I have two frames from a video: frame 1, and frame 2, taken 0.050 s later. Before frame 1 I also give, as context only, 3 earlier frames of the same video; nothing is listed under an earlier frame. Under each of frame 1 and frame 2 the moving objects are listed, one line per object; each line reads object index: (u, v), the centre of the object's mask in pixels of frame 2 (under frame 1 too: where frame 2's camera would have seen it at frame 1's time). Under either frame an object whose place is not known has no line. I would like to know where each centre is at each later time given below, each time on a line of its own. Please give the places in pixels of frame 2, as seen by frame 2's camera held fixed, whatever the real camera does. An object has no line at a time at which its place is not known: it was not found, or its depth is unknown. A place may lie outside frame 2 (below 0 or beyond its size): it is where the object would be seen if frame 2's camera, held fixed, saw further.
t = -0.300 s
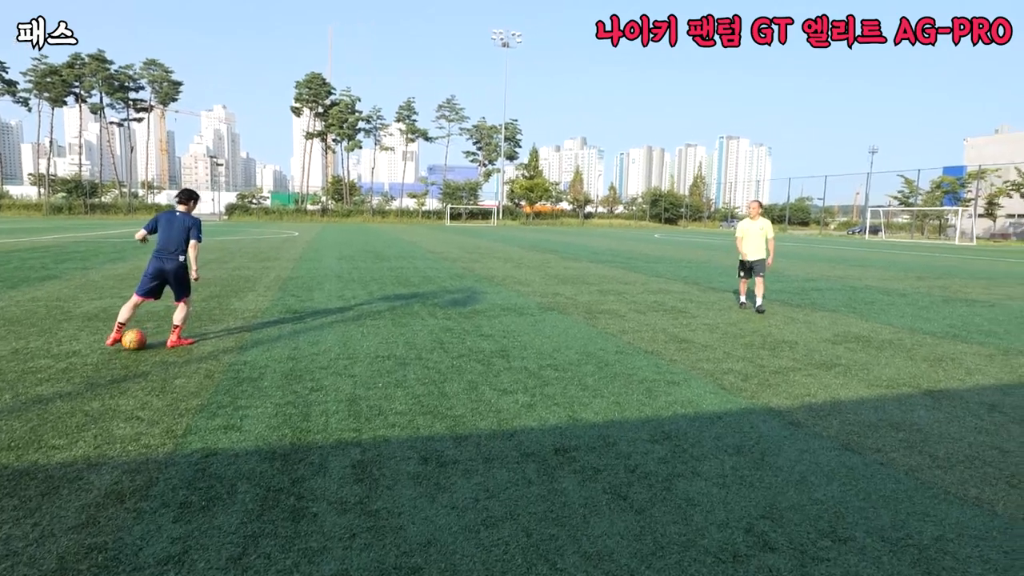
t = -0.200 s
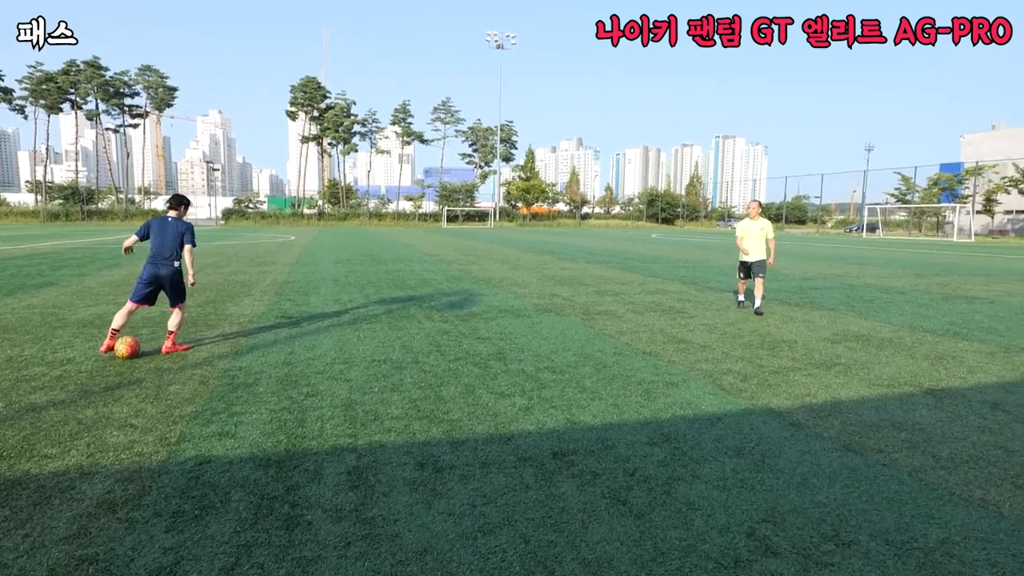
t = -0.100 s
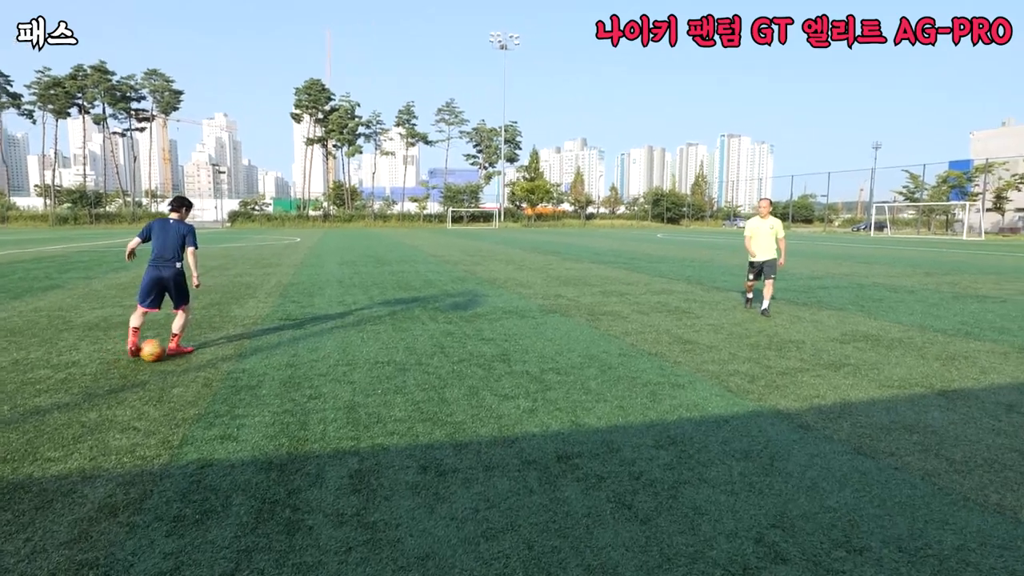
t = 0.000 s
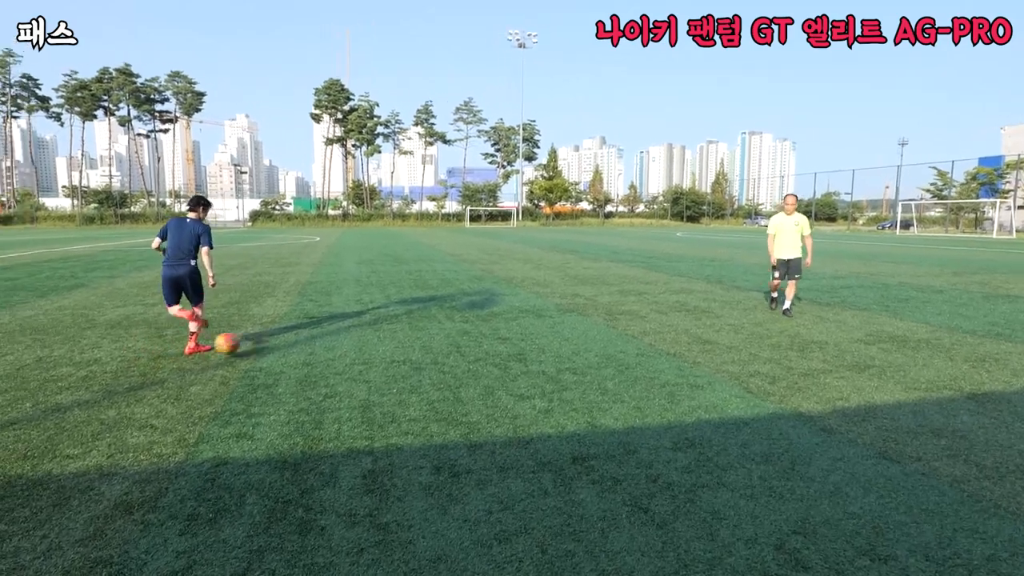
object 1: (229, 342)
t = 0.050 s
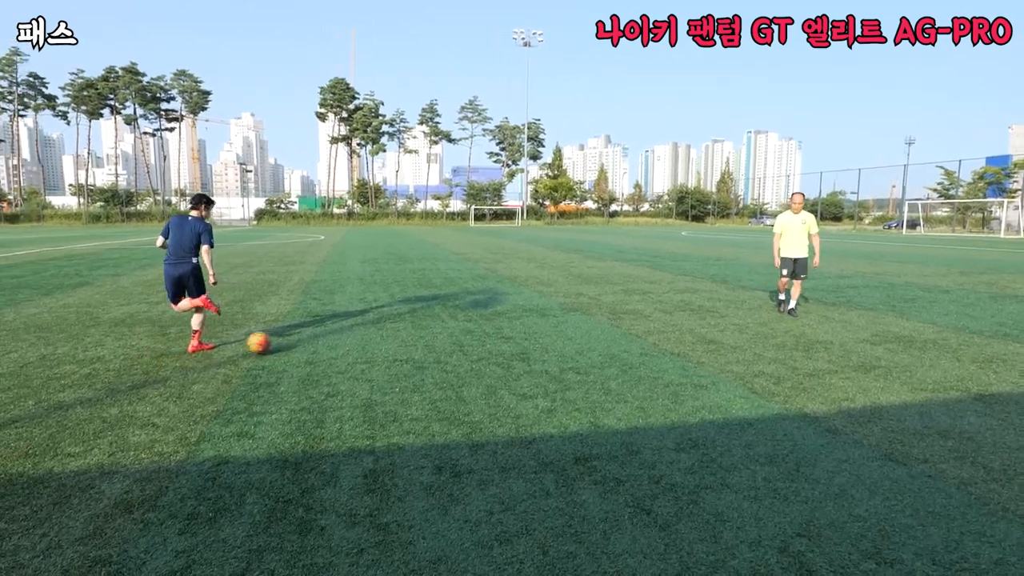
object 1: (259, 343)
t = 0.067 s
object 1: (267, 343)
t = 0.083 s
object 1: (277, 344)
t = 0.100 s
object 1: (285, 344)
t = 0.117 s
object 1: (292, 343)
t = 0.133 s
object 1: (300, 341)
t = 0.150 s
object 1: (308, 341)
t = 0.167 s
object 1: (316, 340)
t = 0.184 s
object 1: (323, 340)
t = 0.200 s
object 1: (330, 340)
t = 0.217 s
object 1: (337, 340)
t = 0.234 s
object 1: (345, 341)
